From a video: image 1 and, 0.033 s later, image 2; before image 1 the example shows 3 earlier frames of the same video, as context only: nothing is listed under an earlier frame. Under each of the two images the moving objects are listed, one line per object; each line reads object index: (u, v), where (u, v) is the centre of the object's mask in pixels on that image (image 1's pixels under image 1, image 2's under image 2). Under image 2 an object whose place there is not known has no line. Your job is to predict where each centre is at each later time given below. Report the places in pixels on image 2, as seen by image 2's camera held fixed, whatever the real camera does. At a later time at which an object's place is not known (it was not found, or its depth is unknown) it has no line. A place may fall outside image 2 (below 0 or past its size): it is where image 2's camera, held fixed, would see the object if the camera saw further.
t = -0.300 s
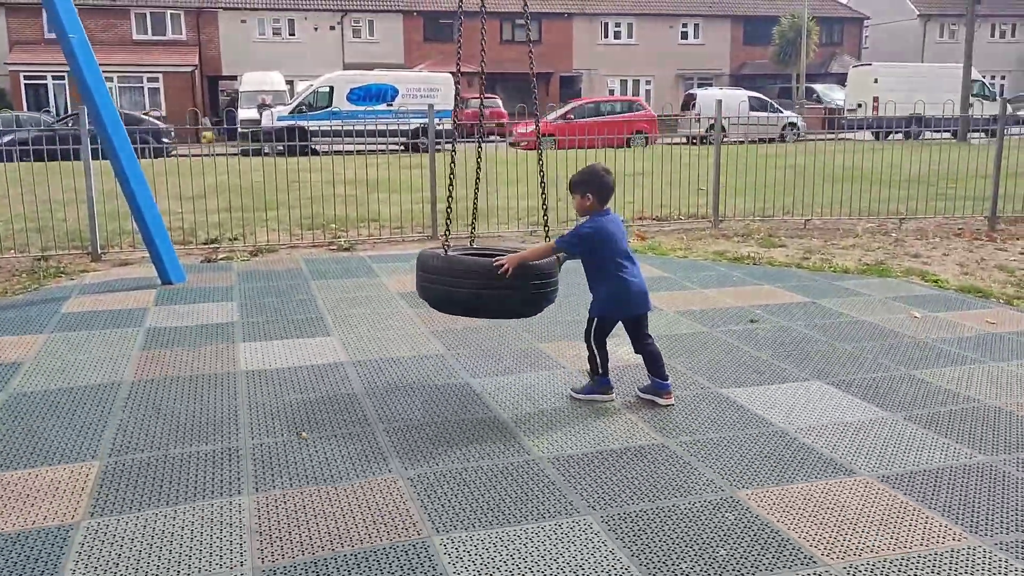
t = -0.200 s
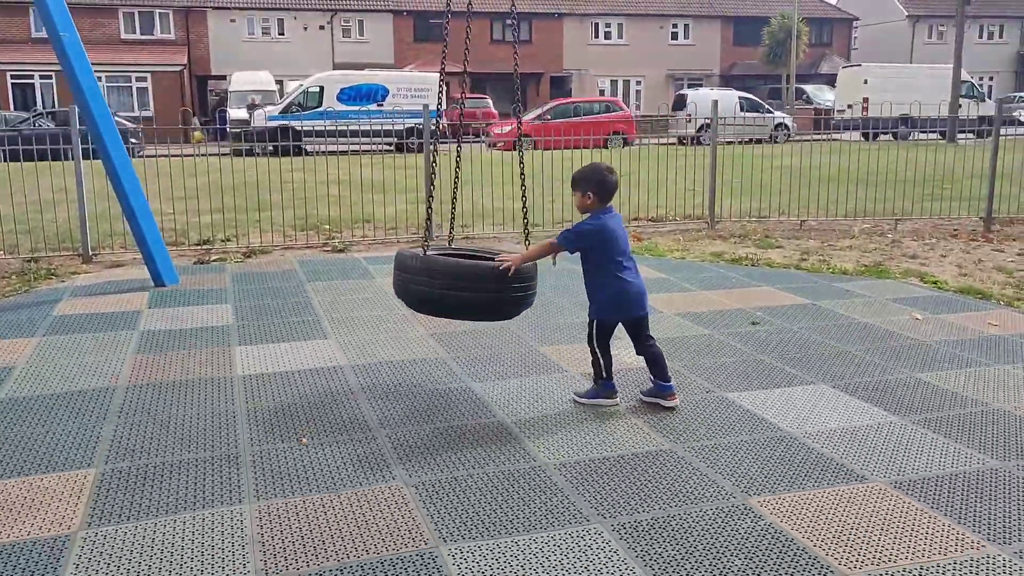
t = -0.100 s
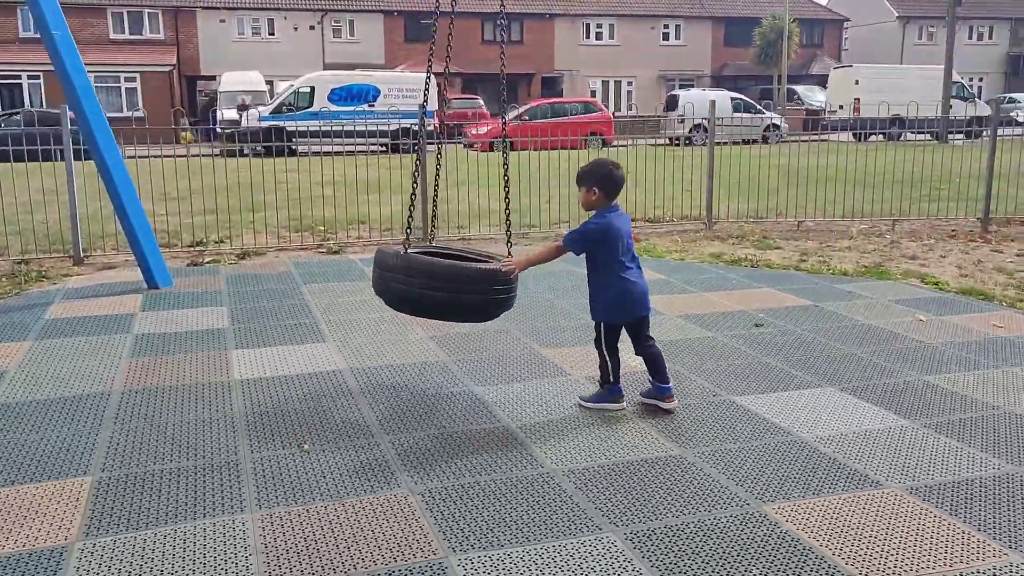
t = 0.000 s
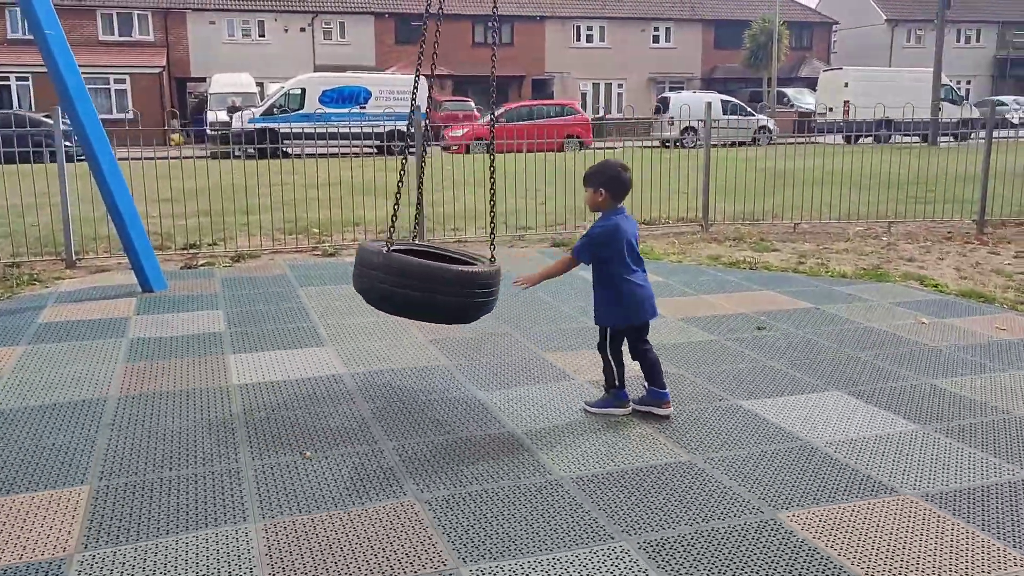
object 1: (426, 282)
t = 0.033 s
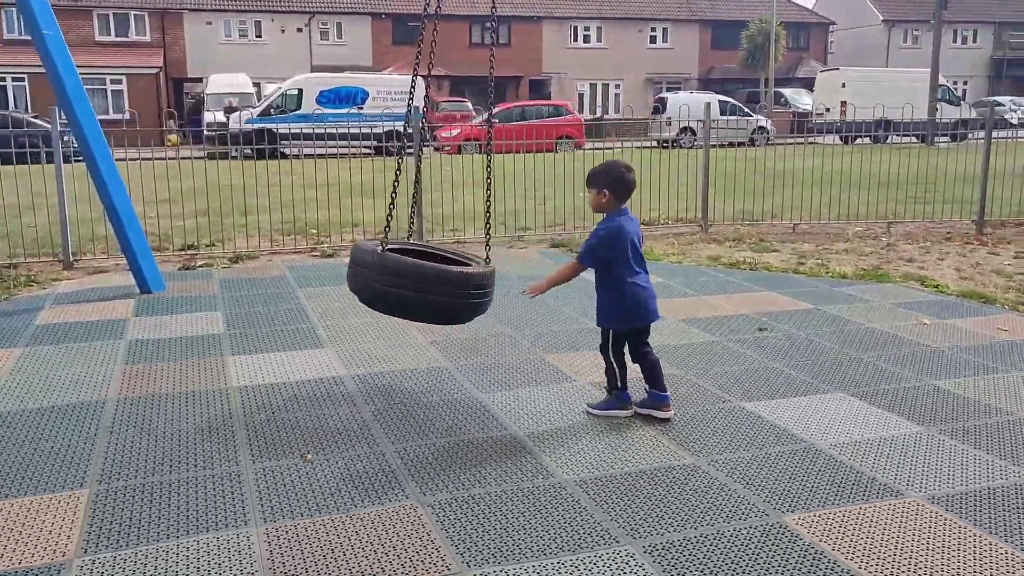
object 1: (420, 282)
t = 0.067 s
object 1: (414, 280)
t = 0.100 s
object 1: (408, 279)
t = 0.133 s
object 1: (403, 277)
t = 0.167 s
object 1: (398, 275)
